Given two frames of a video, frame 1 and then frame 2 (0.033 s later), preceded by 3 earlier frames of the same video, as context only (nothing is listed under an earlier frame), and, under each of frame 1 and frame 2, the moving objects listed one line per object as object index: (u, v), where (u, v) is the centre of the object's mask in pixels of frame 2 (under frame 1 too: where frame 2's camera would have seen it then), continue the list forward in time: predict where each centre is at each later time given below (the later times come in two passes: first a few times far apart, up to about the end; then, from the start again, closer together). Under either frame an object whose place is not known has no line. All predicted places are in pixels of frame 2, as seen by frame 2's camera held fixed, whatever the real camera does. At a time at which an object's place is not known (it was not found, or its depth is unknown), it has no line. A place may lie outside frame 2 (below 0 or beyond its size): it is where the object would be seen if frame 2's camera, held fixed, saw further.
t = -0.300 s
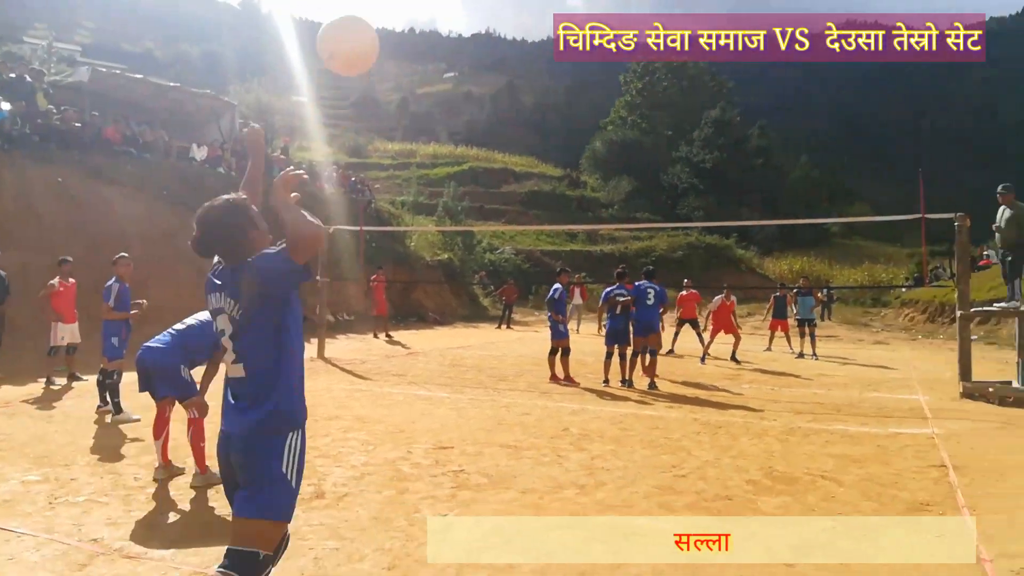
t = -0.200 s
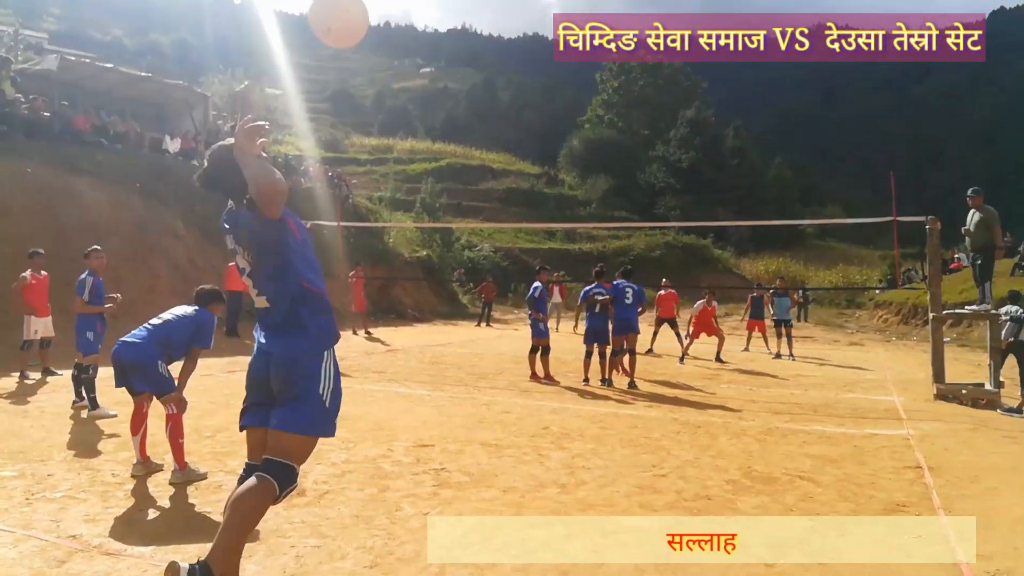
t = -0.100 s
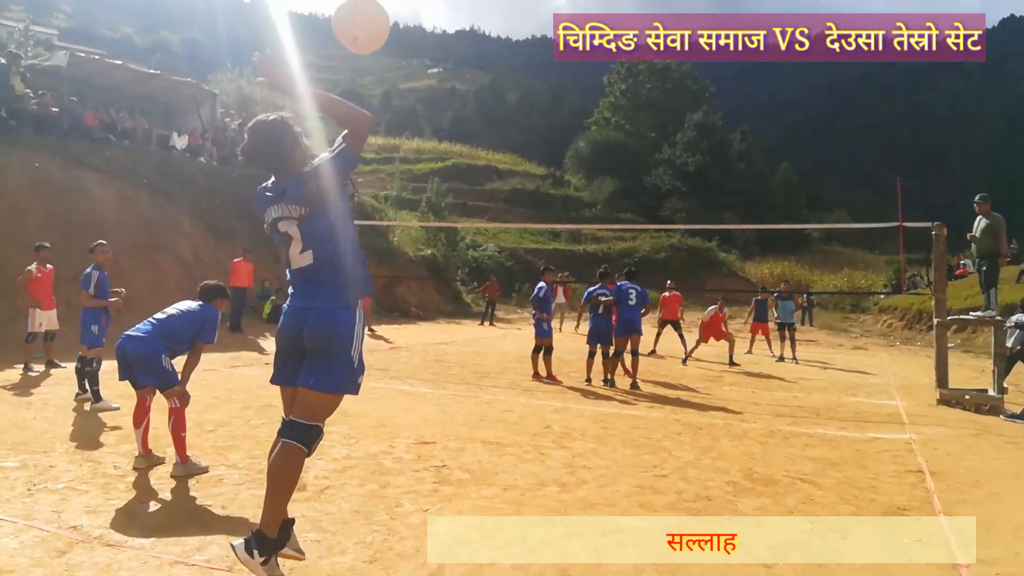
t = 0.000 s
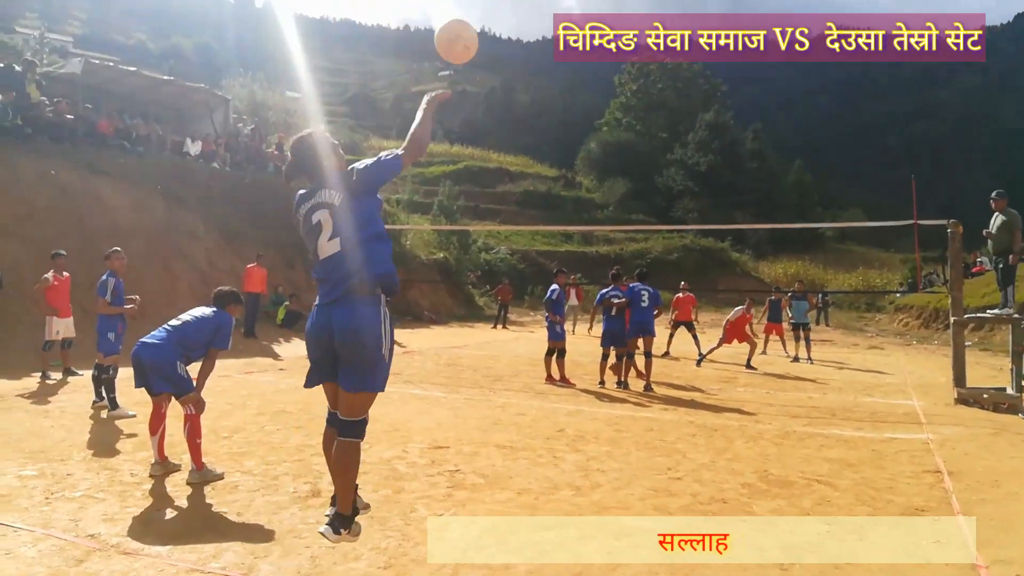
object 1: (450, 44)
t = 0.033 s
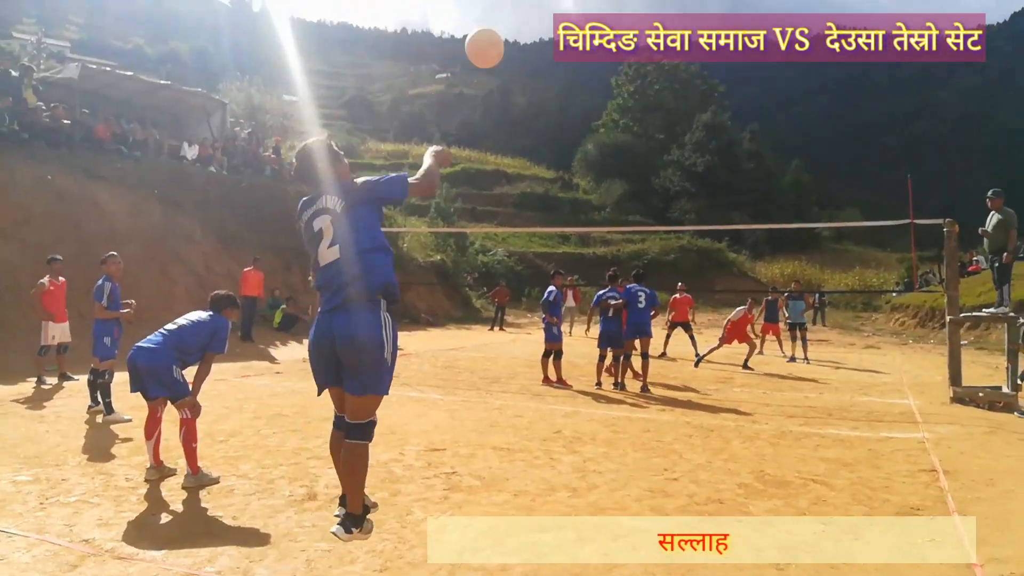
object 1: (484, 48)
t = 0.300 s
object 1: (605, 107)
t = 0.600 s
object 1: (651, 200)
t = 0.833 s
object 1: (664, 267)
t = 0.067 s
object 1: (510, 55)
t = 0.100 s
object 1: (529, 61)
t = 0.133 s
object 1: (545, 66)
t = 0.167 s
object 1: (560, 74)
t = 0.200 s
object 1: (574, 82)
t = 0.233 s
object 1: (587, 90)
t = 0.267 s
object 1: (597, 98)
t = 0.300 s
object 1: (605, 107)
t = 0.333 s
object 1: (613, 116)
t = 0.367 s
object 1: (618, 124)
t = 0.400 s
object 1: (623, 133)
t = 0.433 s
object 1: (628, 143)
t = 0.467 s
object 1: (634, 152)
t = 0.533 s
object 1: (643, 171)
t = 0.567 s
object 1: (646, 181)
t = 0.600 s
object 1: (651, 200)
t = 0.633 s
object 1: (654, 209)
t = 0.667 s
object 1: (656, 219)
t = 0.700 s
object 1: (658, 228)
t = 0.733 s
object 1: (660, 238)
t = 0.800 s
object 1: (663, 257)
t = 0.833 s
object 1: (664, 267)
